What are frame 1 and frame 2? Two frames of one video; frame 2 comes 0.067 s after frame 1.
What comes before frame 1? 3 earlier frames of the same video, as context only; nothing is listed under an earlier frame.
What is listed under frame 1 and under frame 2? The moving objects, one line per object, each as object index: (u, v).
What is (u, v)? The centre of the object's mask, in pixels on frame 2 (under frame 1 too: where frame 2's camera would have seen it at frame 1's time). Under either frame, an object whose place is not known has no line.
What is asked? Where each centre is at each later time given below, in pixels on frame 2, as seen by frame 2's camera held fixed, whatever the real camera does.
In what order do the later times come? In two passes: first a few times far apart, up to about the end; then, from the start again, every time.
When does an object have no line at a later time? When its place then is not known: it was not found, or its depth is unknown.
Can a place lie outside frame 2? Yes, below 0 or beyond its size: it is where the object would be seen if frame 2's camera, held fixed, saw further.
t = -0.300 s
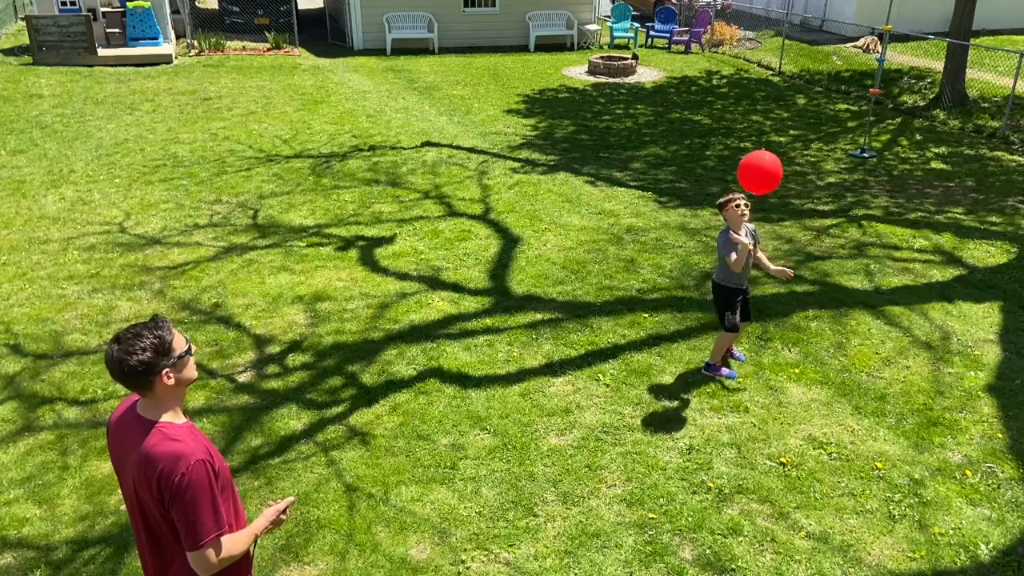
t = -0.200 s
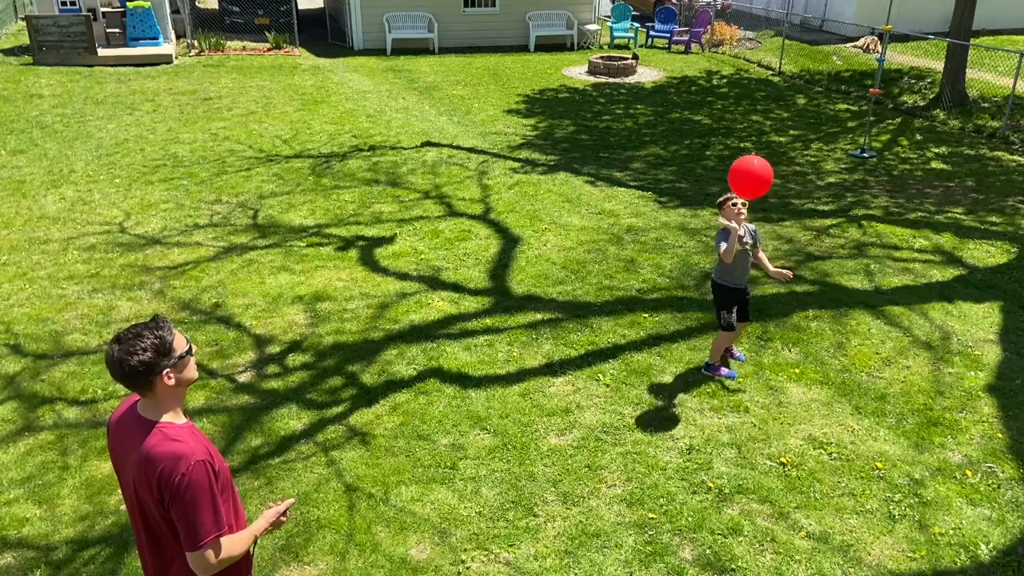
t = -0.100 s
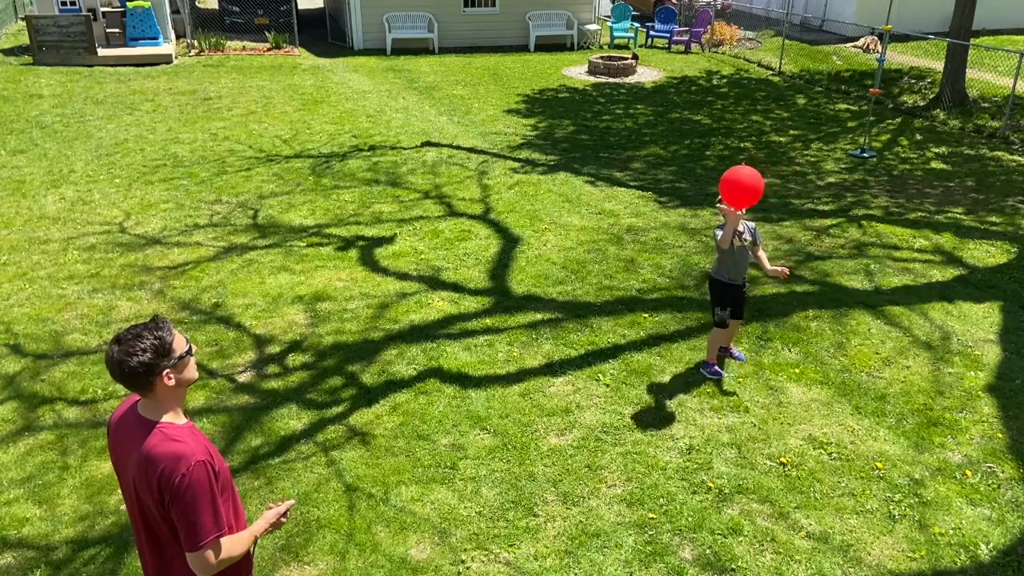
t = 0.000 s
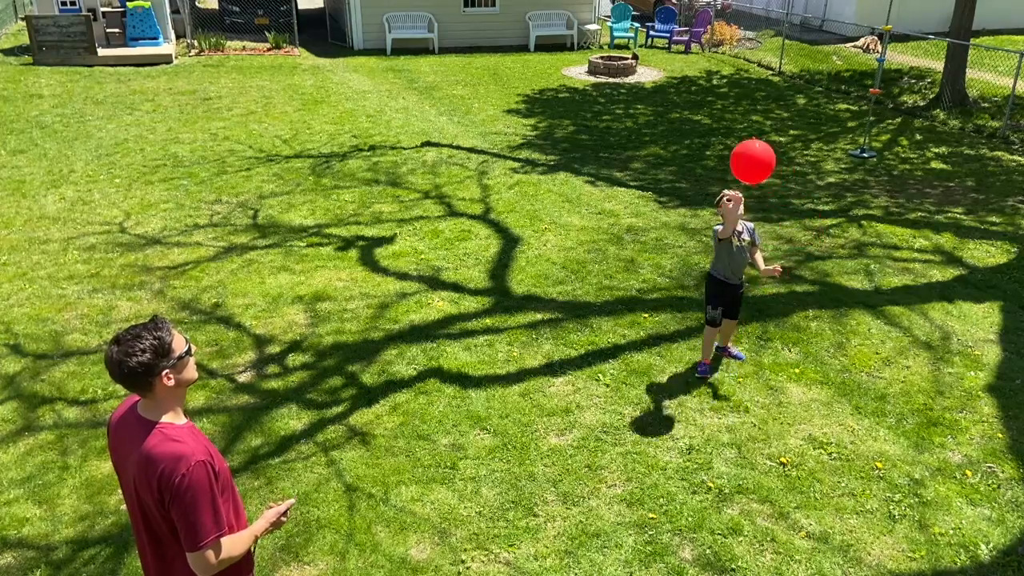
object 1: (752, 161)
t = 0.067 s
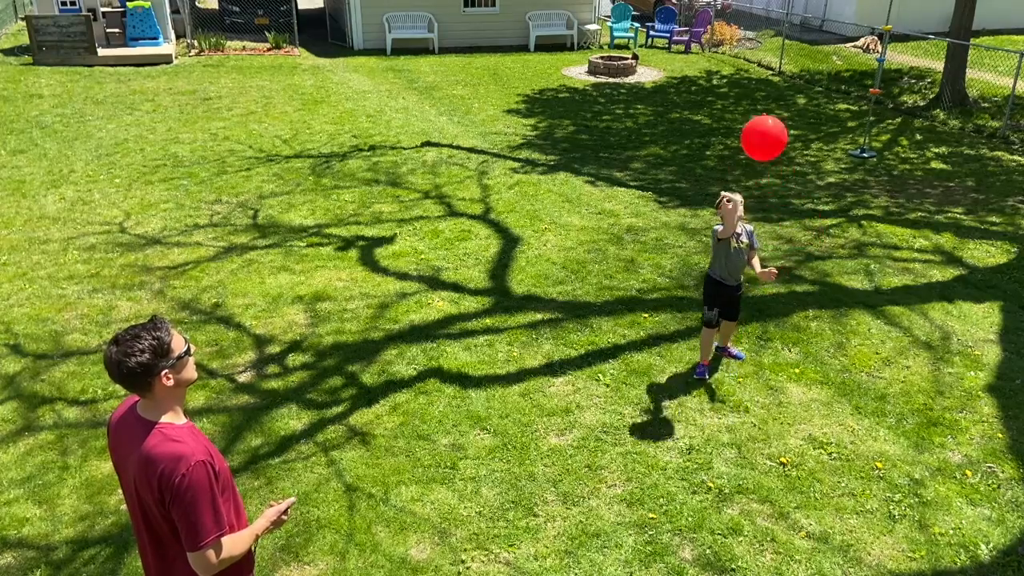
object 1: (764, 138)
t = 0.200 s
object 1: (786, 100)
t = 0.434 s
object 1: (822, 68)
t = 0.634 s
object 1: (841, 73)
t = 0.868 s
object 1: (851, 109)
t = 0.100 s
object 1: (770, 127)
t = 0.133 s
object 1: (775, 117)
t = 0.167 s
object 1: (781, 108)
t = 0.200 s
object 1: (786, 100)
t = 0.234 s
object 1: (792, 93)
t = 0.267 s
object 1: (798, 86)
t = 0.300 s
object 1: (803, 81)
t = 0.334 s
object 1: (808, 77)
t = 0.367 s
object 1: (813, 73)
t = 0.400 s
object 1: (818, 70)
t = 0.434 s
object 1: (822, 68)
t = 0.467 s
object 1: (826, 67)
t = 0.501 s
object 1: (829, 66)
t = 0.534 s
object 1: (833, 67)
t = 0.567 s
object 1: (836, 68)
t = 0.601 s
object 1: (838, 70)
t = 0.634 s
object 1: (841, 73)
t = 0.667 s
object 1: (843, 76)
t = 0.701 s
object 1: (845, 80)
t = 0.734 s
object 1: (847, 85)
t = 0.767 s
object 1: (848, 90)
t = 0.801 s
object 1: (849, 96)
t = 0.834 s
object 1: (850, 102)
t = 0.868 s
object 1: (851, 109)
